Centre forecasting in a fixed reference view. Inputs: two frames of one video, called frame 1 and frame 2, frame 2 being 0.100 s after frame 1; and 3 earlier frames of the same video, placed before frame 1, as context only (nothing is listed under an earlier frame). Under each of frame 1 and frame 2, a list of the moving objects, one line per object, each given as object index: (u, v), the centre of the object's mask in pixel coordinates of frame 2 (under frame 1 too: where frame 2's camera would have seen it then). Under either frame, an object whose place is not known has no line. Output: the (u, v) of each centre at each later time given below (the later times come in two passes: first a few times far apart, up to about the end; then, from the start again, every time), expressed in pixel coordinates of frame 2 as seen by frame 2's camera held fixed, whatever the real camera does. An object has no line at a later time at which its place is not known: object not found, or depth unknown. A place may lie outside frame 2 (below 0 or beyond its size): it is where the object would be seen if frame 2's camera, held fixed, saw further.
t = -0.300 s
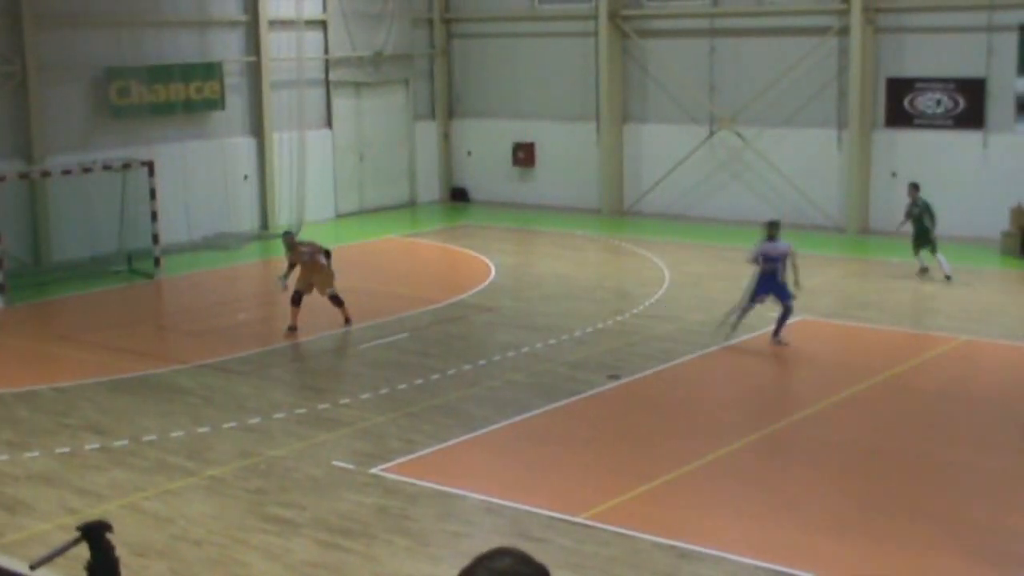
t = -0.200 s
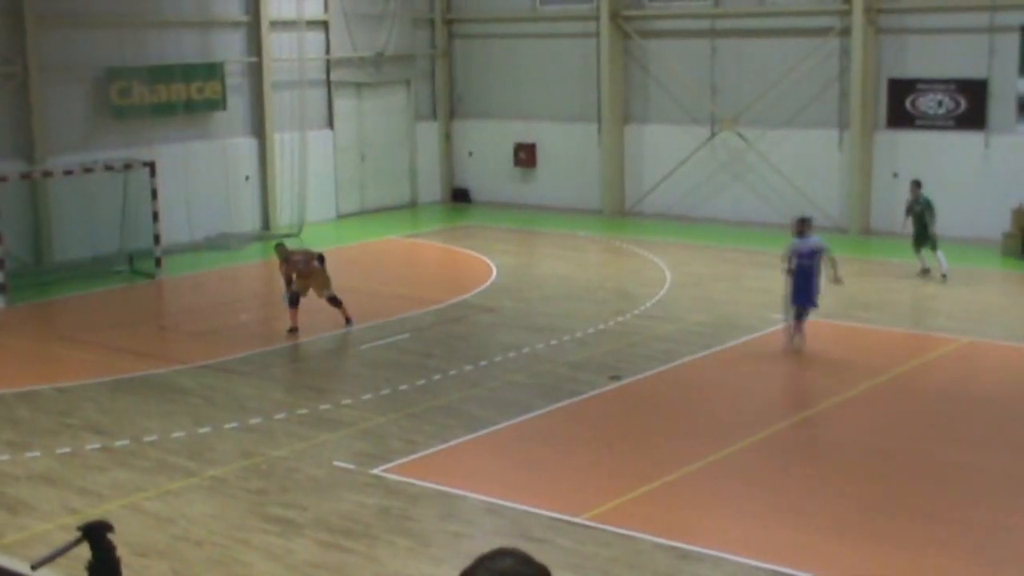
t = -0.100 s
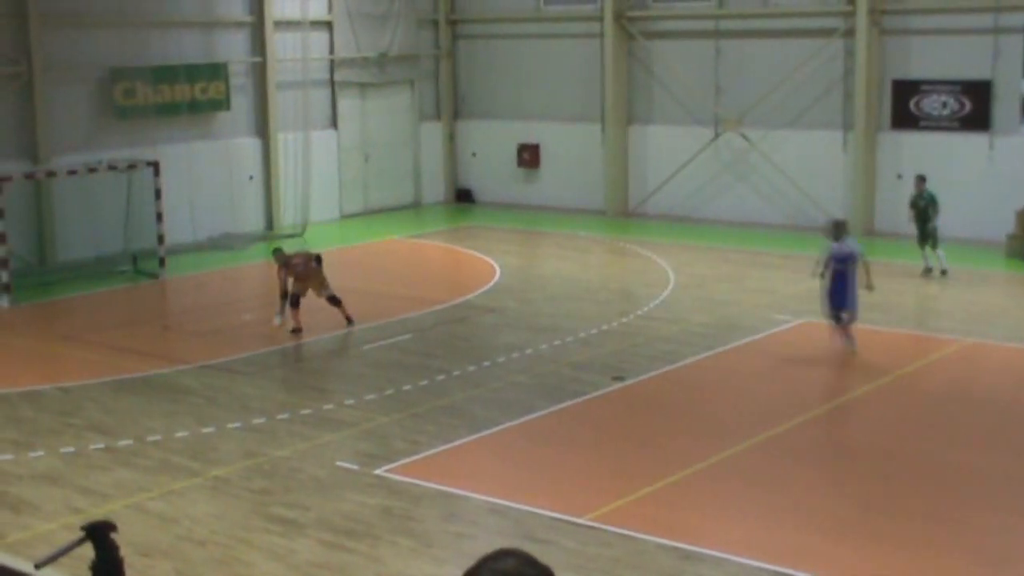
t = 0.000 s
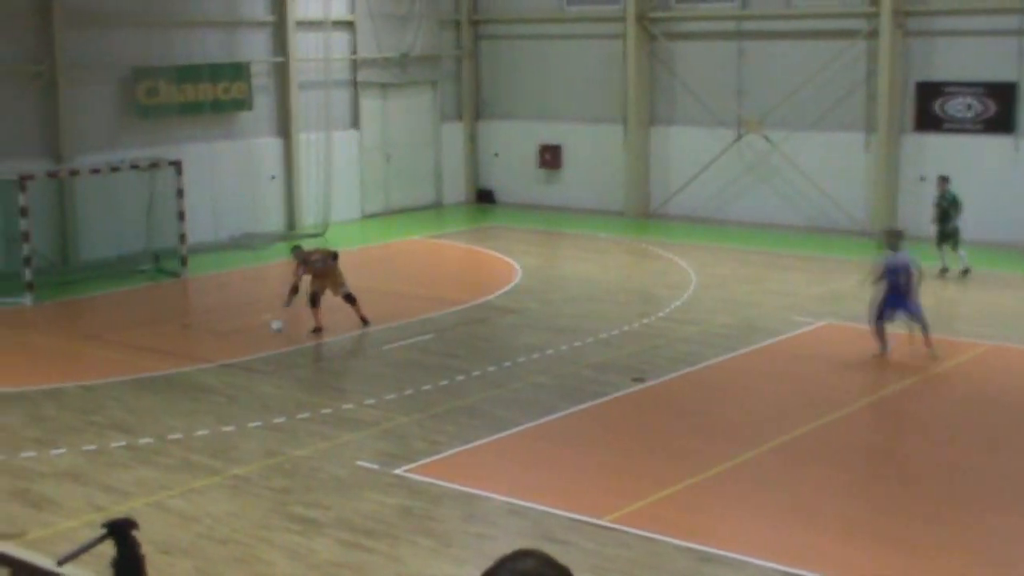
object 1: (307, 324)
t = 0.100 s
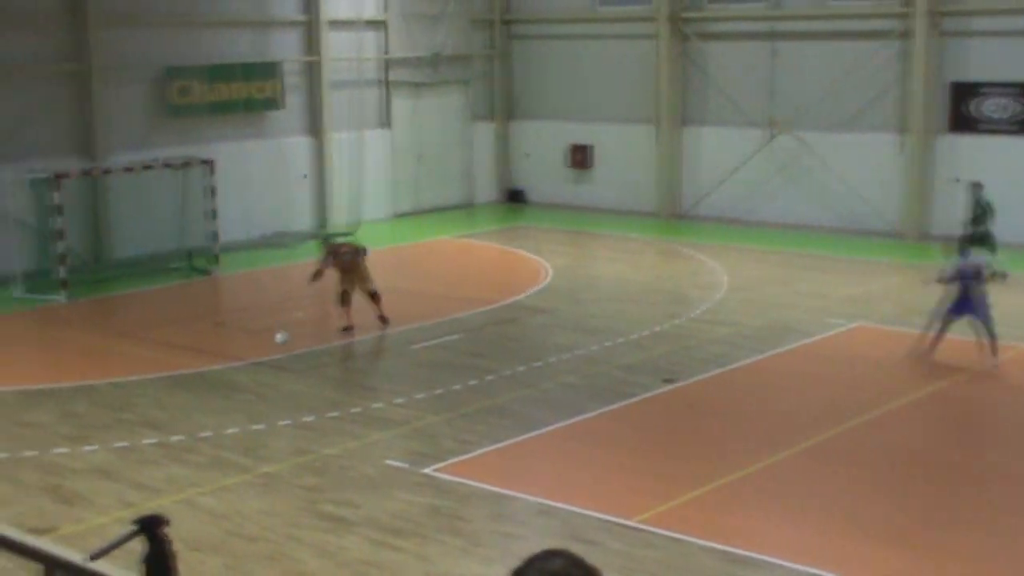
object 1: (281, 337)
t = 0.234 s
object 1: (246, 366)
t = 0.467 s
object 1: (189, 401)
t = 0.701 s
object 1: (129, 436)
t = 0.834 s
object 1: (96, 457)
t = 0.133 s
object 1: (273, 341)
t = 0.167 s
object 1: (264, 347)
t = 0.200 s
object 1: (254, 357)
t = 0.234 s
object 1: (246, 366)
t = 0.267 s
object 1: (238, 375)
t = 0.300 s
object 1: (230, 376)
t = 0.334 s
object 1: (222, 379)
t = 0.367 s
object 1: (213, 382)
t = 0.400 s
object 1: (204, 387)
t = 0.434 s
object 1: (197, 393)
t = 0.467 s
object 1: (189, 401)
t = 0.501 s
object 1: (180, 408)
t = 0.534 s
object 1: (171, 411)
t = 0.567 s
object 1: (163, 416)
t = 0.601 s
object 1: (155, 421)
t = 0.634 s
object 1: (147, 427)
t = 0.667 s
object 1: (138, 431)
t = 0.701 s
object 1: (129, 436)
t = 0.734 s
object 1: (122, 441)
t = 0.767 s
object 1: (113, 445)
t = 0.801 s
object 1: (105, 452)
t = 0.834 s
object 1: (96, 457)
